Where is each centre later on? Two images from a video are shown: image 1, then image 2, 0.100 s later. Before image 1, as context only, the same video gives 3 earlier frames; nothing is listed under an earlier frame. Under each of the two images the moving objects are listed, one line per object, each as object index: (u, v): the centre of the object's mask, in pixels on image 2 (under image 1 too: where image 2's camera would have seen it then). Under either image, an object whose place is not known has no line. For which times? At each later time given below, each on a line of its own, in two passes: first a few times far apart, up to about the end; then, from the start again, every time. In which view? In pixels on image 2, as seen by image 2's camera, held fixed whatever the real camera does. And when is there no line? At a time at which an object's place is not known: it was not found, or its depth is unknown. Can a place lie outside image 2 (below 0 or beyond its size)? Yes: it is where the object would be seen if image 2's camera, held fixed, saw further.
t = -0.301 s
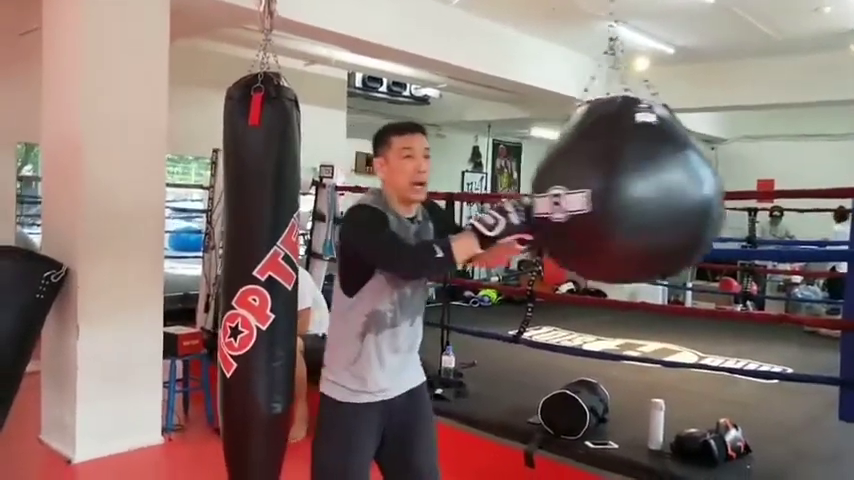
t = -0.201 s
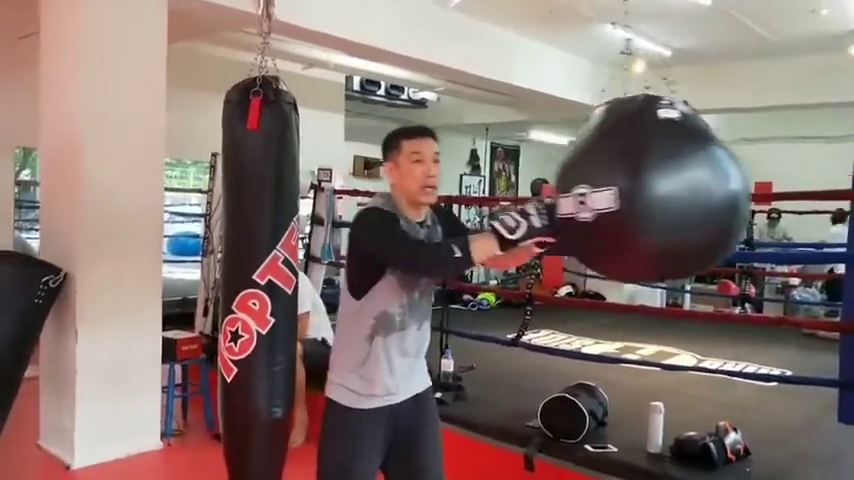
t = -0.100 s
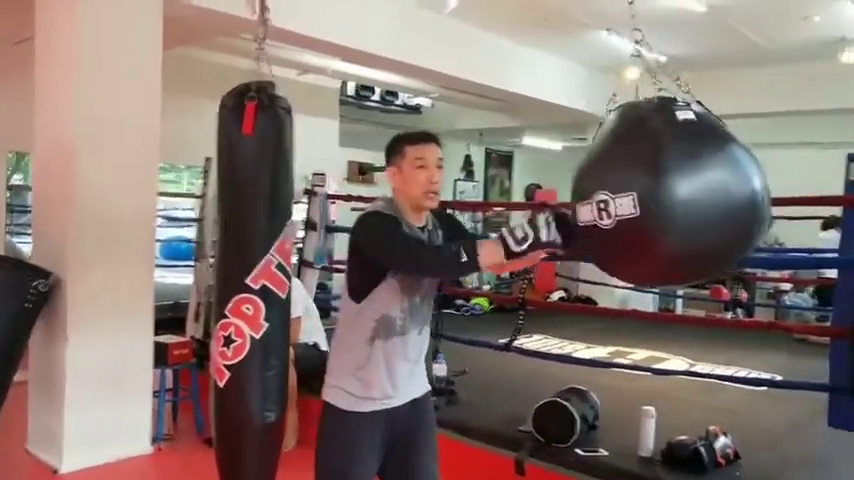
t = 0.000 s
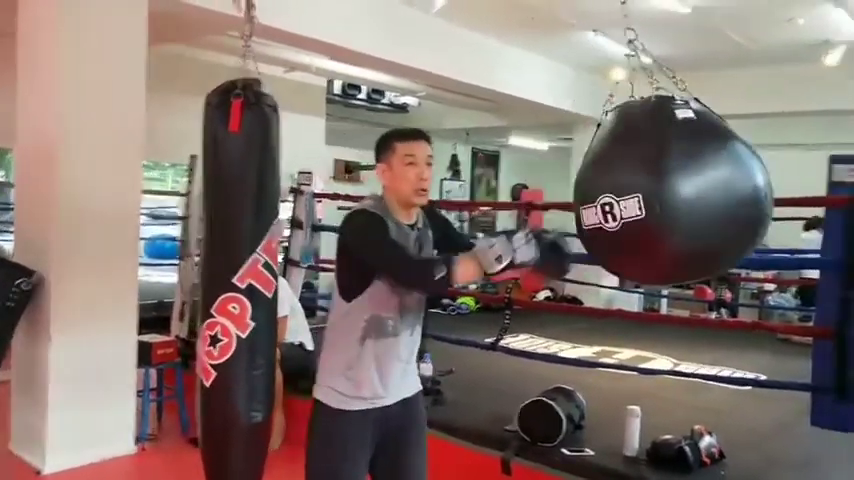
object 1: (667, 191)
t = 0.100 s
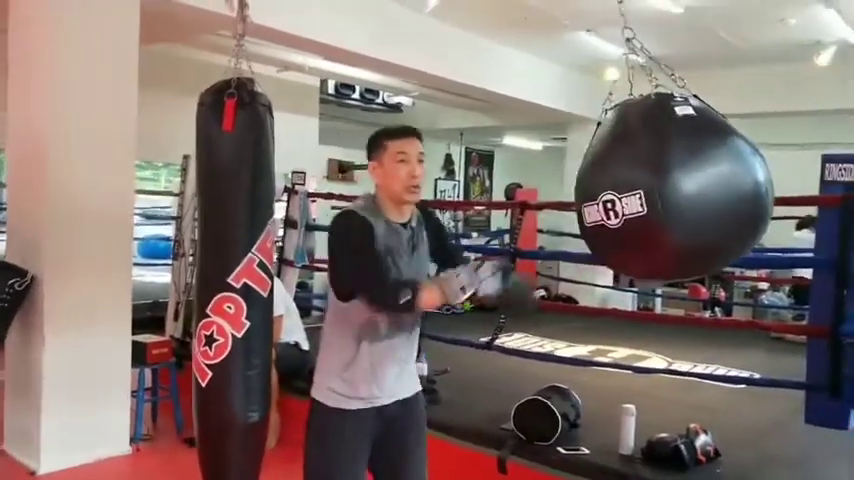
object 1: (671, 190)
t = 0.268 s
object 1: (659, 193)
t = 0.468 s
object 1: (615, 203)
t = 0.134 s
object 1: (671, 191)
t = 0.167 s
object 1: (670, 193)
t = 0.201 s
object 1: (667, 193)
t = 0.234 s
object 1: (664, 193)
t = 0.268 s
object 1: (659, 193)
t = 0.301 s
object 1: (653, 193)
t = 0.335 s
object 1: (647, 193)
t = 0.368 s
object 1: (640, 195)
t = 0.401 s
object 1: (632, 198)
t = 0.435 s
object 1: (624, 201)
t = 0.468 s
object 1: (615, 203)
